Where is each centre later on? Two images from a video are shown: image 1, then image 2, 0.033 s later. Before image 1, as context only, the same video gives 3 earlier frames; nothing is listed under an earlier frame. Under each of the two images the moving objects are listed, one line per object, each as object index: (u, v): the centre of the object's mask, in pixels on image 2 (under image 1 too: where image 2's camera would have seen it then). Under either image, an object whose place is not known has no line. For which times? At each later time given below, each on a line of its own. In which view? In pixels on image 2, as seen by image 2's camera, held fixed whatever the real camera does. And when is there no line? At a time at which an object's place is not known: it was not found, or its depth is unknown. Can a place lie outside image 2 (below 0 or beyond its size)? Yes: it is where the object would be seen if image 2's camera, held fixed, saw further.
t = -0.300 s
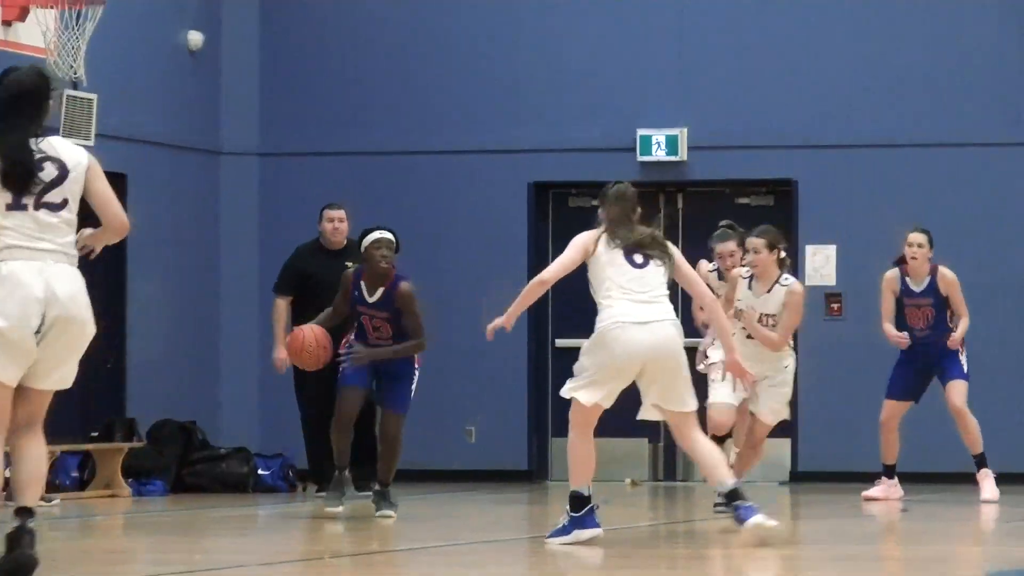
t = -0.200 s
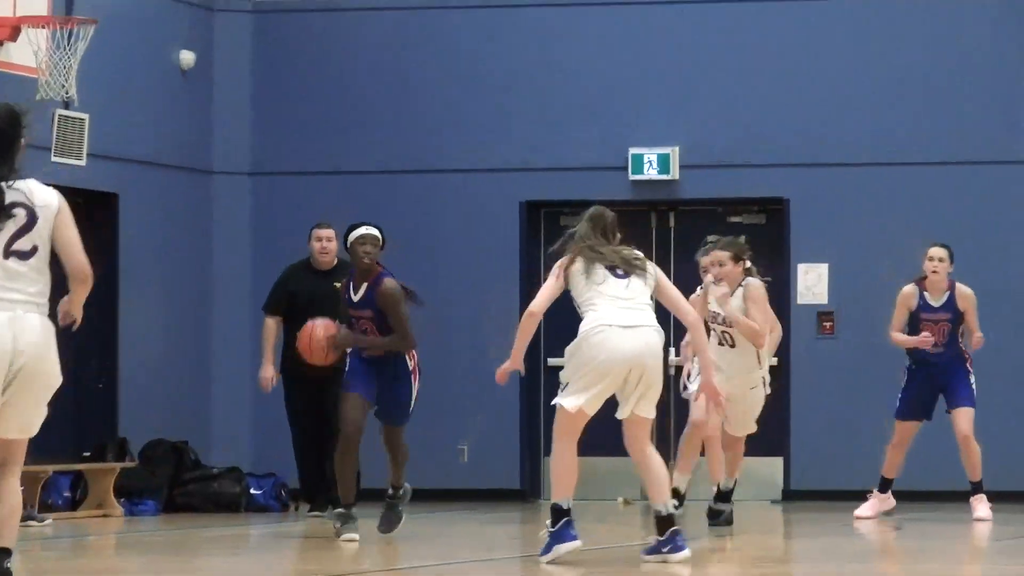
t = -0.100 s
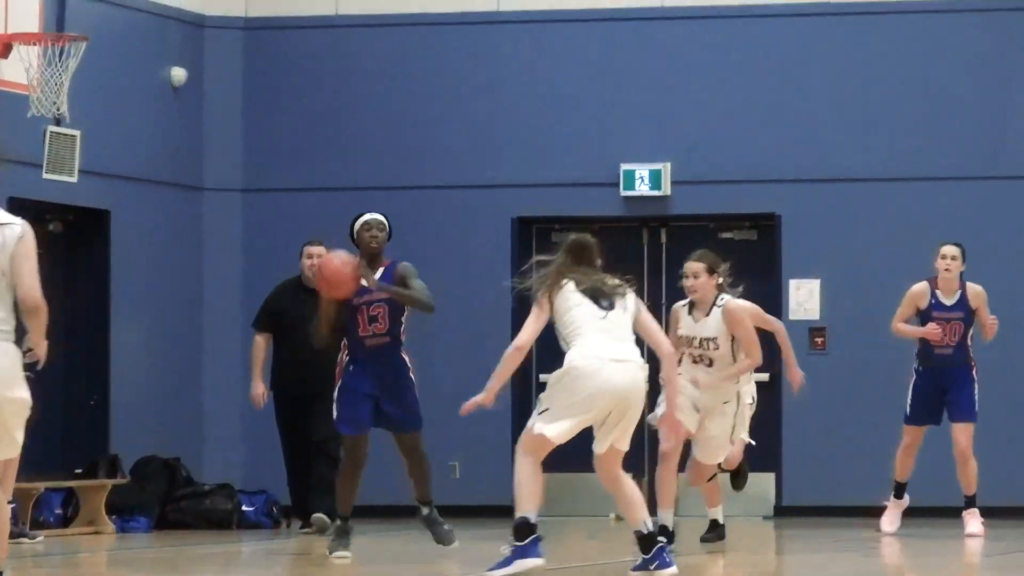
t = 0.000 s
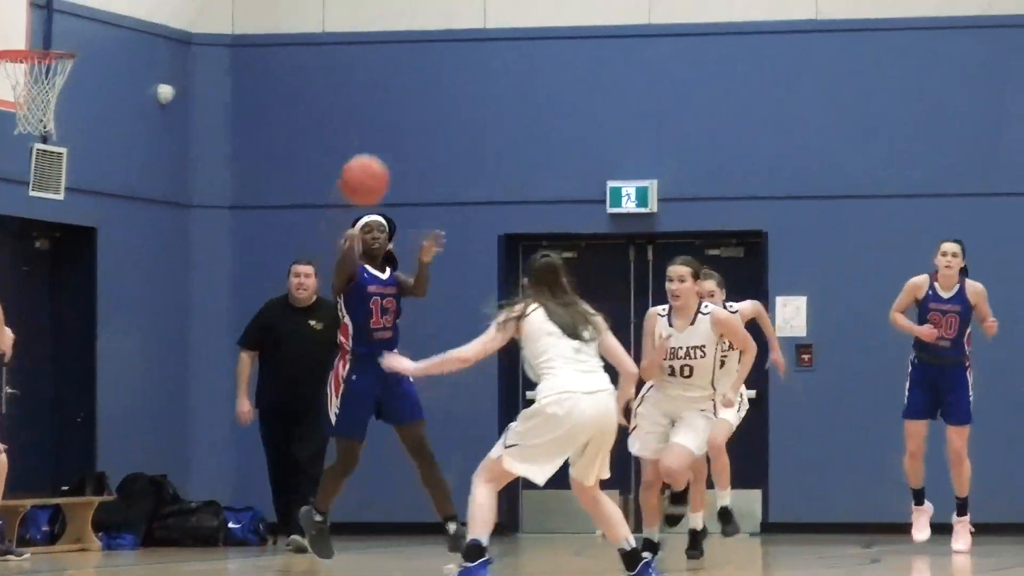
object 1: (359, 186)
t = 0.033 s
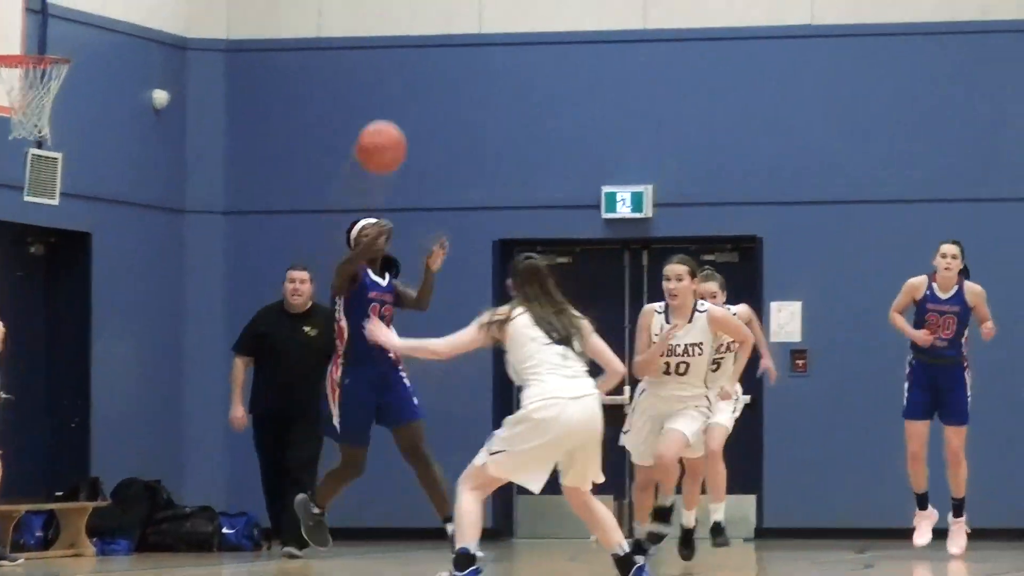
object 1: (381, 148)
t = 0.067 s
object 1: (405, 110)
